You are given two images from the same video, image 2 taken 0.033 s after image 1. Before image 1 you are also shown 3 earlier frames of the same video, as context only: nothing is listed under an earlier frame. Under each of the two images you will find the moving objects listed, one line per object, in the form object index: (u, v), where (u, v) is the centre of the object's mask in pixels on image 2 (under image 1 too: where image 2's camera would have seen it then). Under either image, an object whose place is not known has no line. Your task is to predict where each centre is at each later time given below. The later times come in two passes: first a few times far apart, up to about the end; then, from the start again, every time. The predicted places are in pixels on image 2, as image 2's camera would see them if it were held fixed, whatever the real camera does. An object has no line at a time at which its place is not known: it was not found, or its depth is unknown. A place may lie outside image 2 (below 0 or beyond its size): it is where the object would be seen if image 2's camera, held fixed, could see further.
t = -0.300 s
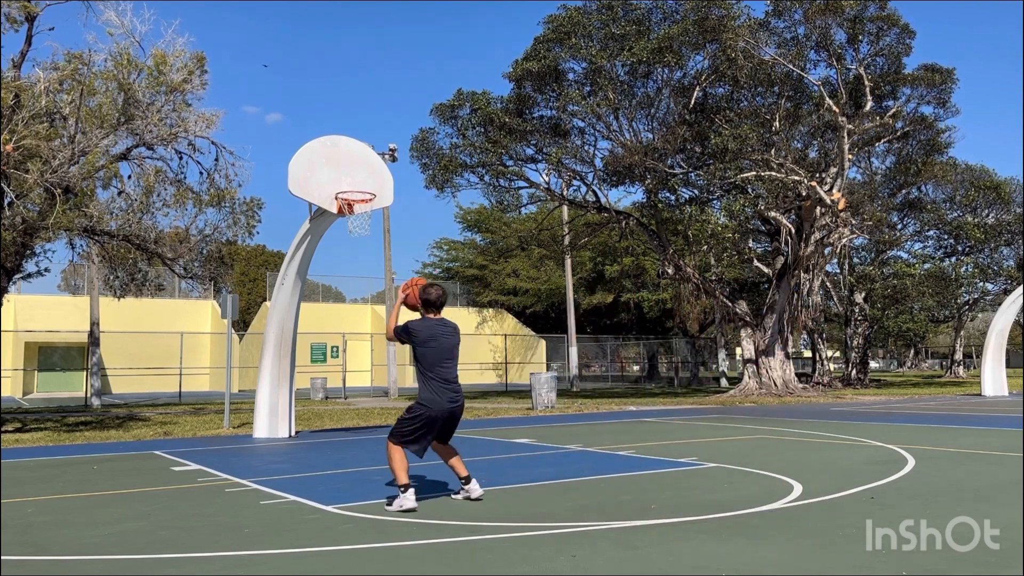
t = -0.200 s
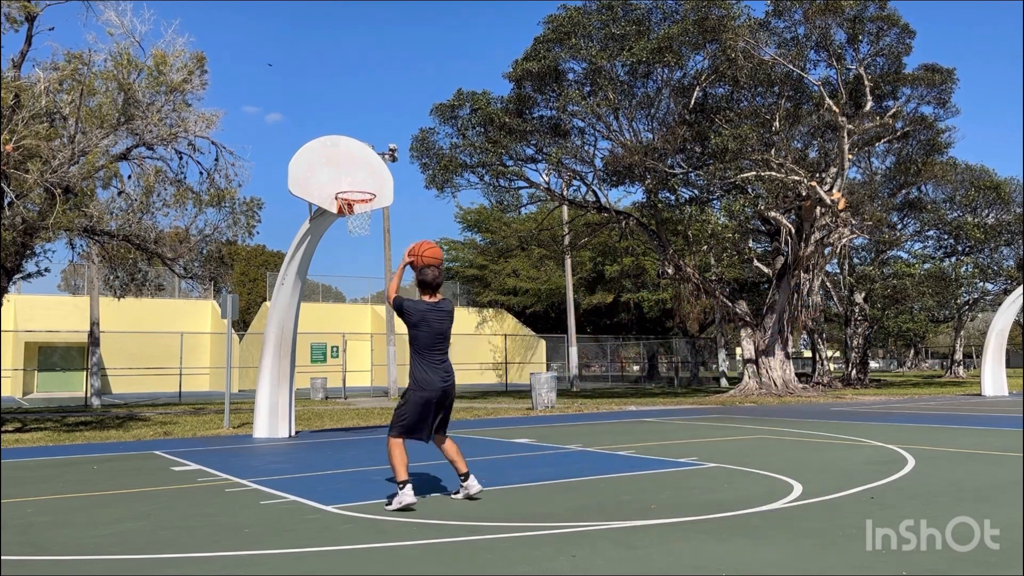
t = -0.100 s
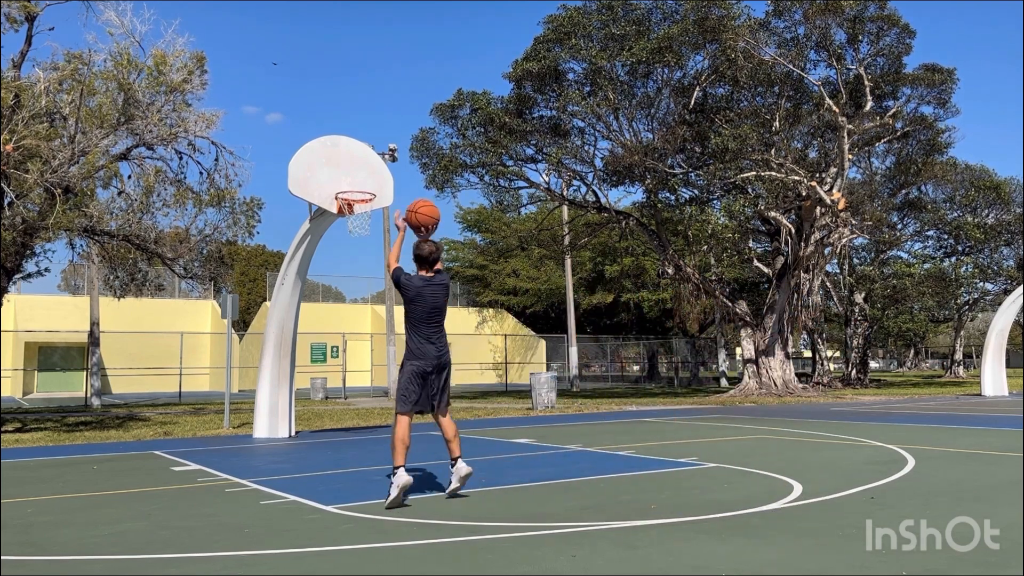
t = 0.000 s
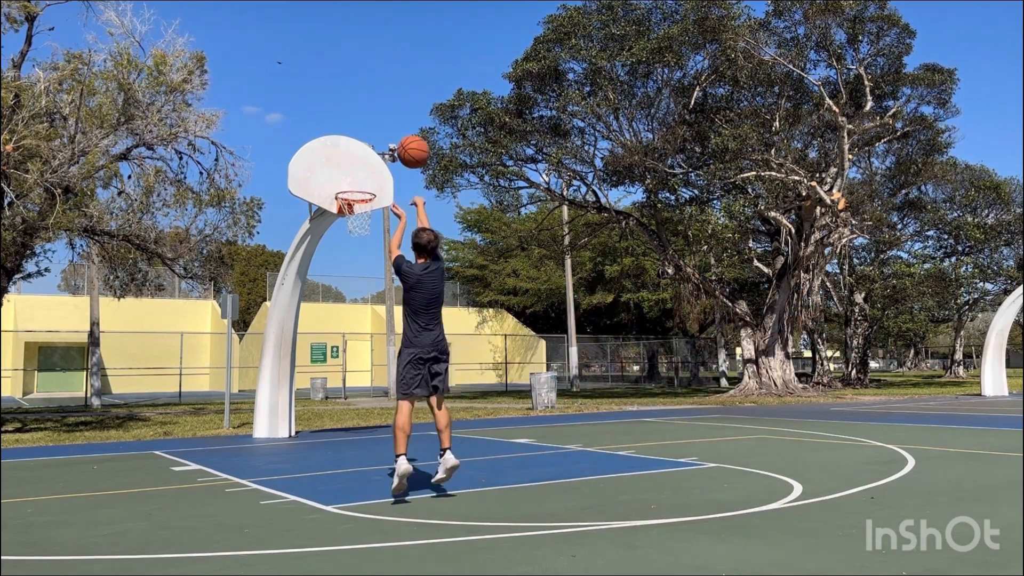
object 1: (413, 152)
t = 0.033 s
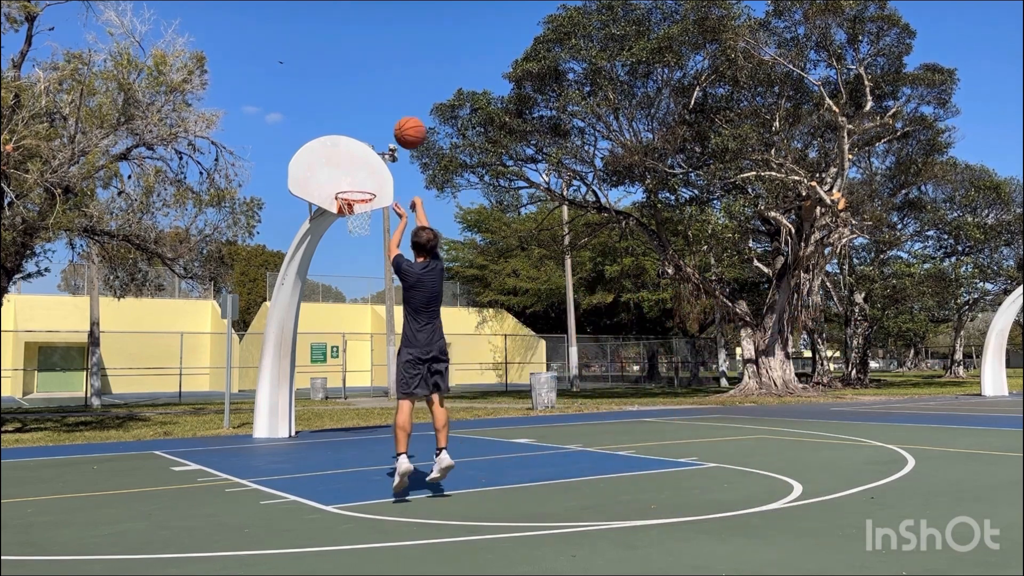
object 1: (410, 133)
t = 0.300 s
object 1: (389, 53)
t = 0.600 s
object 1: (374, 67)
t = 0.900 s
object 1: (363, 149)
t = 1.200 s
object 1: (343, 206)
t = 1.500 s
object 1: (351, 225)
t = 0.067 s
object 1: (407, 116)
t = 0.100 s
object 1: (404, 102)
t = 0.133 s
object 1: (401, 90)
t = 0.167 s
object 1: (398, 79)
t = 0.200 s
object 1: (396, 71)
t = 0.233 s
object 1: (393, 63)
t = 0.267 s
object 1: (391, 58)
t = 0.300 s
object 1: (389, 53)
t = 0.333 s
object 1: (387, 51)
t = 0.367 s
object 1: (385, 49)
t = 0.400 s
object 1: (384, 49)
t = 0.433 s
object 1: (382, 49)
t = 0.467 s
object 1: (380, 51)
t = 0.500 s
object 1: (378, 54)
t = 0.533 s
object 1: (377, 57)
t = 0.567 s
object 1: (375, 62)
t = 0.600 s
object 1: (374, 67)
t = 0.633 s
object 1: (372, 73)
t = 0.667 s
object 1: (371, 80)
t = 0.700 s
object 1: (370, 88)
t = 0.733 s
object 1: (368, 97)
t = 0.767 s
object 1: (367, 106)
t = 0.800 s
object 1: (366, 116)
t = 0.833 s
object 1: (365, 126)
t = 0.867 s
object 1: (364, 138)
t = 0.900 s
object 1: (363, 149)
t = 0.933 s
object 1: (362, 162)
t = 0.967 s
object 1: (361, 175)
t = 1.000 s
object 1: (360, 187)
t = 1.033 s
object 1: (358, 199)
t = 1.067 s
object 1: (352, 205)
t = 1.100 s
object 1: (347, 210)
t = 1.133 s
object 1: (344, 210)
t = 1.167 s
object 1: (343, 208)
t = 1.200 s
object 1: (343, 206)
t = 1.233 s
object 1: (344, 204)
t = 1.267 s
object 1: (345, 204)
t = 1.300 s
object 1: (346, 204)
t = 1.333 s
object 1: (347, 205)
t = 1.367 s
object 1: (347, 207)
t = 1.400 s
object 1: (348, 210)
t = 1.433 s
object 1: (350, 214)
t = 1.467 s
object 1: (350, 219)
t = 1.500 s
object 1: (351, 225)
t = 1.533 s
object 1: (352, 232)
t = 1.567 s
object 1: (352, 239)
